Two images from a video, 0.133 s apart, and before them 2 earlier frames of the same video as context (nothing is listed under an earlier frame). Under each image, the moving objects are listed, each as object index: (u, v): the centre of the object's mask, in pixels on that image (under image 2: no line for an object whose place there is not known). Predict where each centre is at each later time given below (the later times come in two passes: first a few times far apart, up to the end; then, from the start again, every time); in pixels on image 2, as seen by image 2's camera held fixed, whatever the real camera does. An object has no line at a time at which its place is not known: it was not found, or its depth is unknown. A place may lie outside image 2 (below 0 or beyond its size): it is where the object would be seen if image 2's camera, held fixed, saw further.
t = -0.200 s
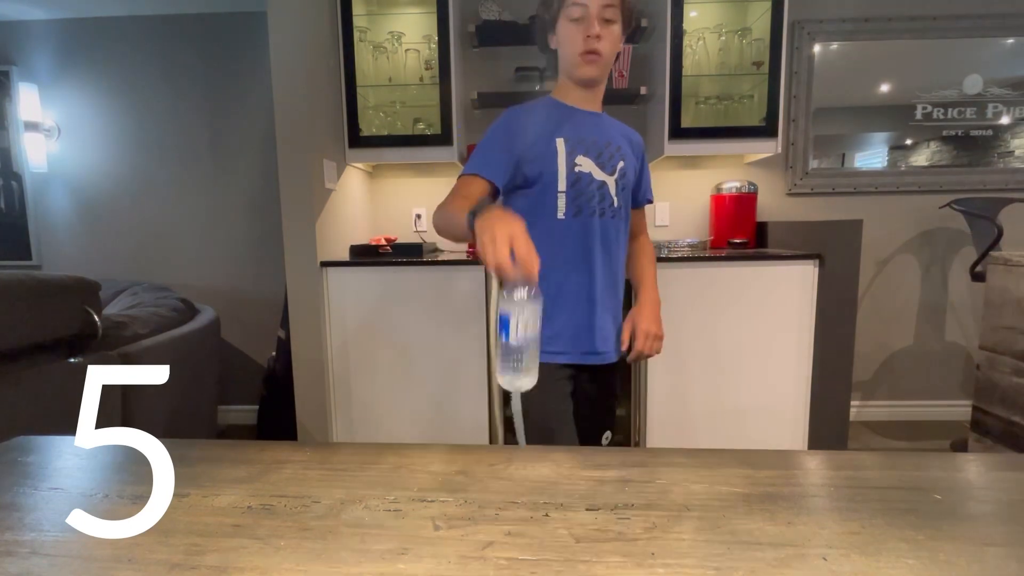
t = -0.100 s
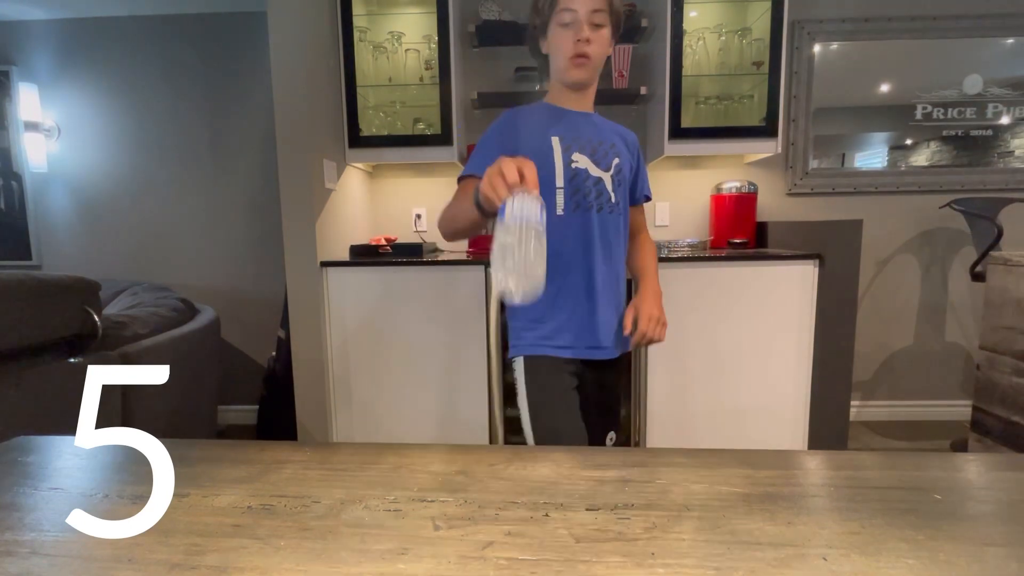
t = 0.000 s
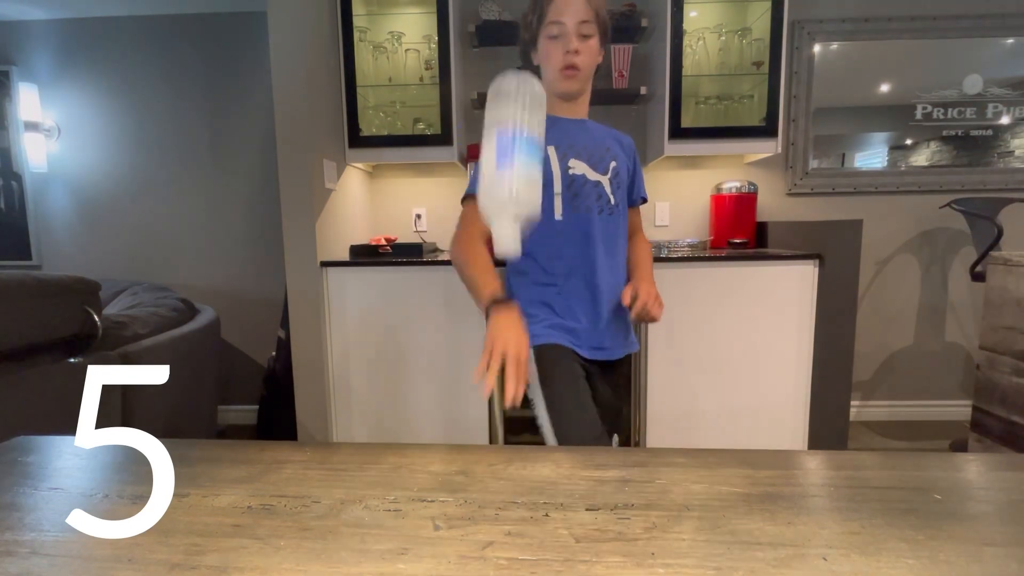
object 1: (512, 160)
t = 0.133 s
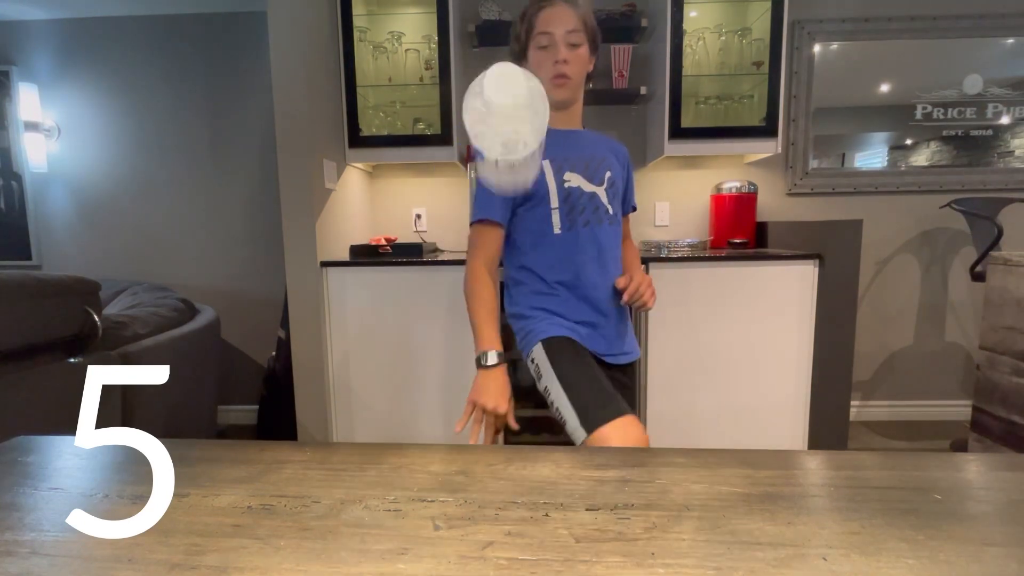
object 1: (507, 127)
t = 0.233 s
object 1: (502, 258)
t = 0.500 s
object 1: (497, 463)
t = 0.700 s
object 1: (499, 463)
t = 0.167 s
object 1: (505, 152)
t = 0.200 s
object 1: (504, 193)
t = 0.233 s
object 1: (502, 258)
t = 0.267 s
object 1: (500, 345)
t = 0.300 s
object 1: (499, 444)
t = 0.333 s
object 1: (497, 457)
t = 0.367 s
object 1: (500, 461)
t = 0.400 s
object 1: (499, 461)
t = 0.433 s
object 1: (498, 462)
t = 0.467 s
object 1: (496, 463)
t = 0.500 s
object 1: (497, 463)
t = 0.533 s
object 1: (499, 463)
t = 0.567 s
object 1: (500, 463)
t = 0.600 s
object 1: (499, 463)
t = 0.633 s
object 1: (499, 463)
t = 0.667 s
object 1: (499, 463)
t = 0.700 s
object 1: (499, 463)
